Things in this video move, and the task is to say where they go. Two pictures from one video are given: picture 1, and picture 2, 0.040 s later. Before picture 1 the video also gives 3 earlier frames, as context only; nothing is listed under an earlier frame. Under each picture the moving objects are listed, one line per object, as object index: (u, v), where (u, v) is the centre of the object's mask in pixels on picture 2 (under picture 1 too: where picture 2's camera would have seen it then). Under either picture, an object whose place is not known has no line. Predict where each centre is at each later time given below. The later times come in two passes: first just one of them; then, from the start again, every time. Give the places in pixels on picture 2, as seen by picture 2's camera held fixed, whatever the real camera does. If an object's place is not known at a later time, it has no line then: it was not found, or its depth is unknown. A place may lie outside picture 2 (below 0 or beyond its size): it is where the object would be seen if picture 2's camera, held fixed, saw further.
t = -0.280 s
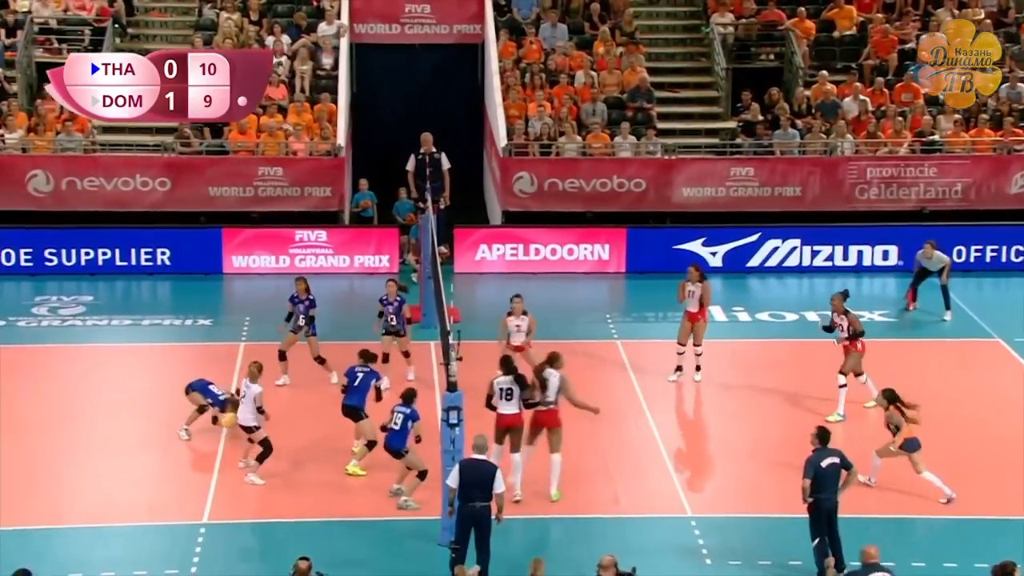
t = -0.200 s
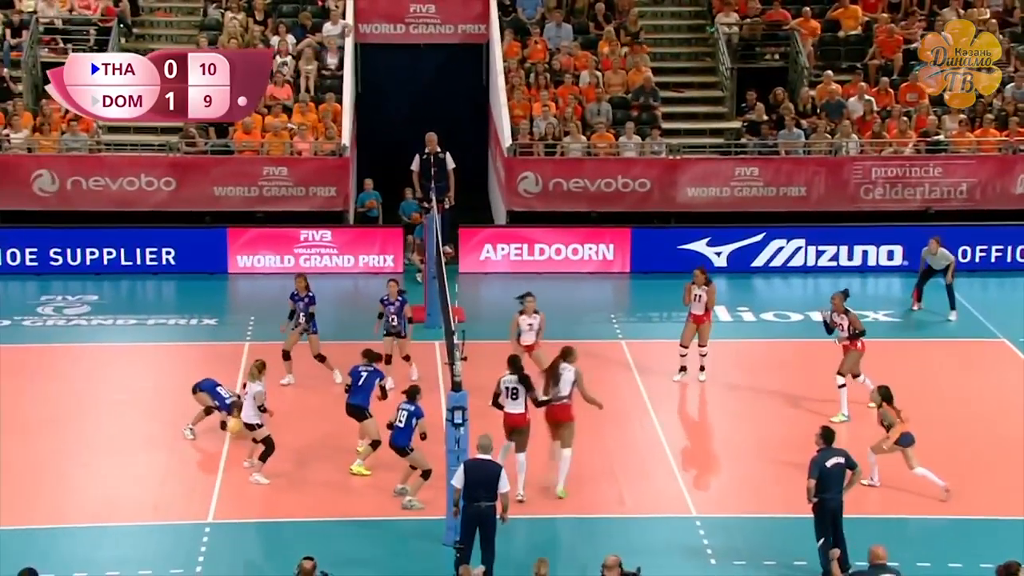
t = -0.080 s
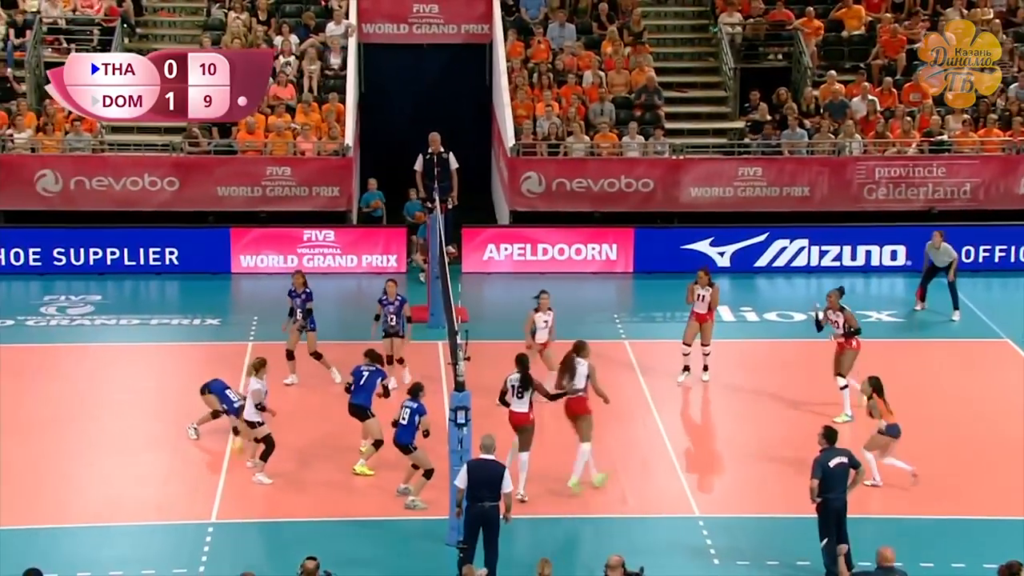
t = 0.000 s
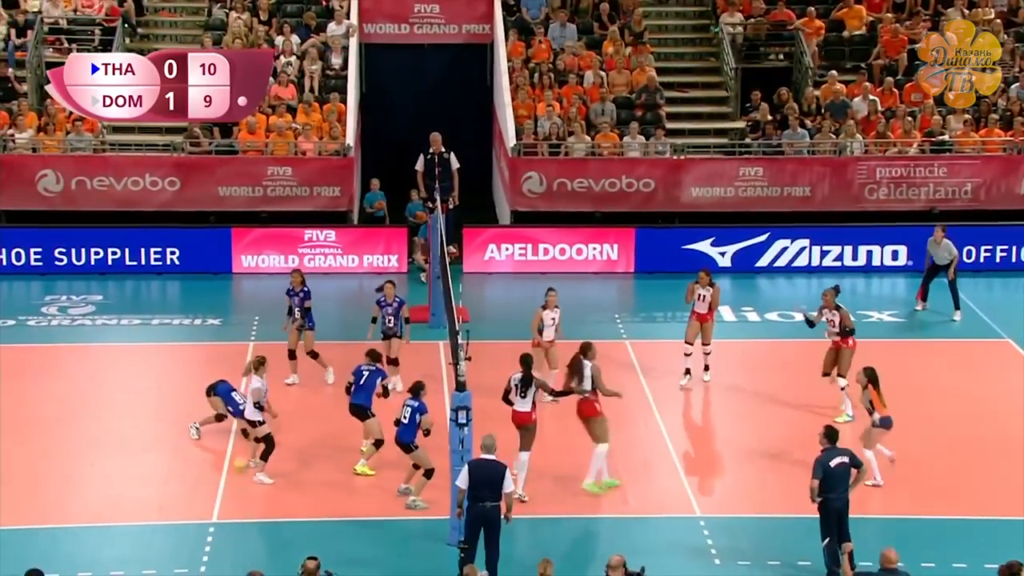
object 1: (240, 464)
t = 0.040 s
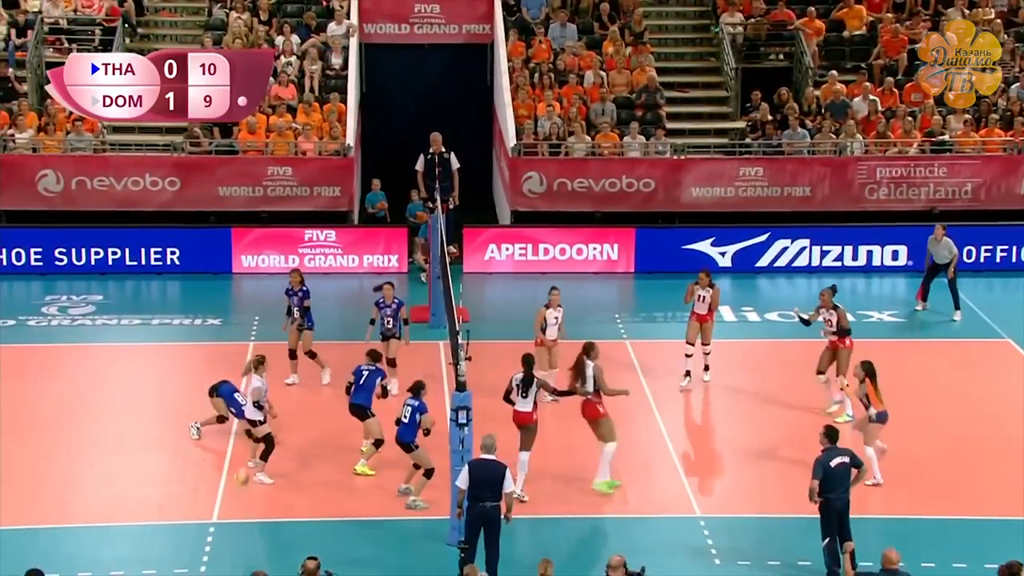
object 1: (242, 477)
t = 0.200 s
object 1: (244, 534)
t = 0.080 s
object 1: (243, 491)
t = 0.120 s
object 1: (243, 504)
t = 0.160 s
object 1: (244, 522)
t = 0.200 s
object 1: (244, 534)
